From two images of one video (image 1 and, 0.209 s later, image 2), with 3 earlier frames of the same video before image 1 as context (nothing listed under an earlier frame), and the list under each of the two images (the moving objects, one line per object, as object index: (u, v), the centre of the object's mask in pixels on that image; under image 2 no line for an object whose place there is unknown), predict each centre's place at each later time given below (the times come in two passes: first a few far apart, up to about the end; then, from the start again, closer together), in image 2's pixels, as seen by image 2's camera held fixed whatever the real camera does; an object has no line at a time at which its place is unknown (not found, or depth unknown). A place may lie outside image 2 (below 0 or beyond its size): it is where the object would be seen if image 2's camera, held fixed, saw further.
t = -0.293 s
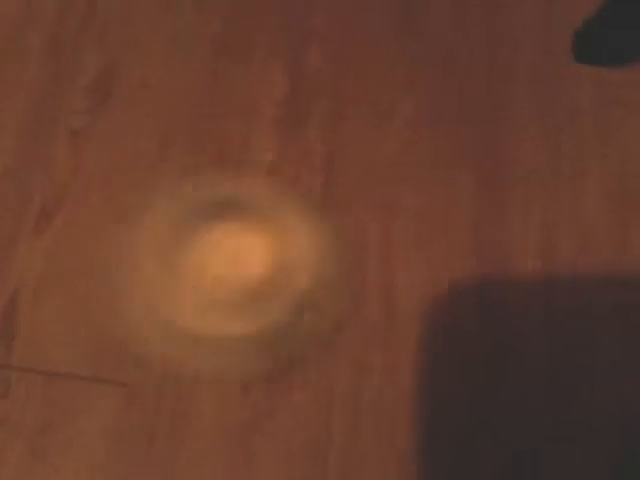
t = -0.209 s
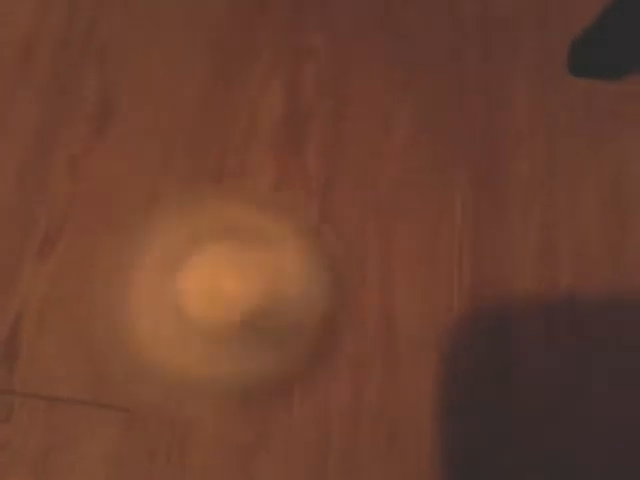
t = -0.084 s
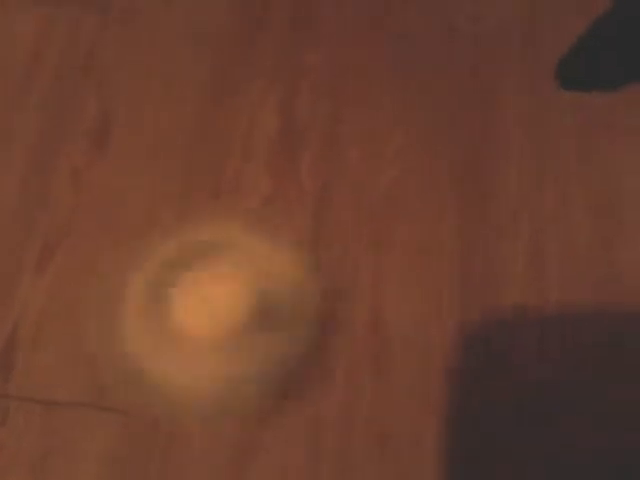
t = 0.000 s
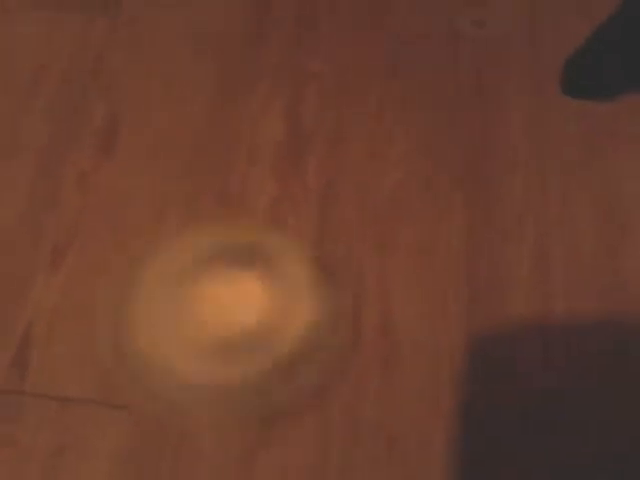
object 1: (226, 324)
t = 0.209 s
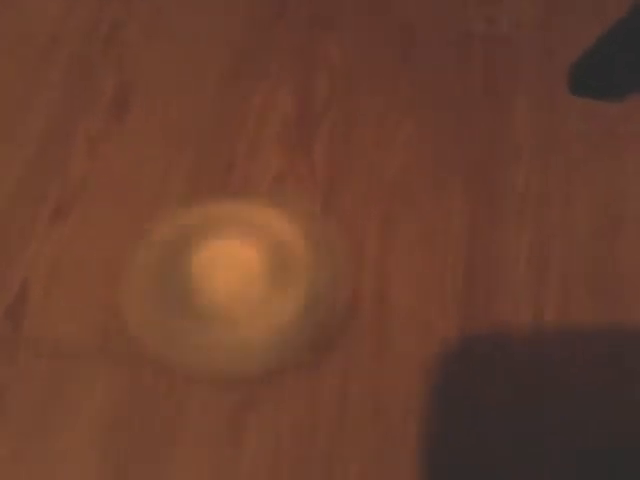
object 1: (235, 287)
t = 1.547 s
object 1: (237, 280)
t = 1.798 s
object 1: (246, 281)
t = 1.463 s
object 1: (242, 280)
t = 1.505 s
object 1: (226, 287)
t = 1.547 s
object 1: (237, 280)
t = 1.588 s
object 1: (227, 284)
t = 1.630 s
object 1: (244, 280)
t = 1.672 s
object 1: (225, 282)
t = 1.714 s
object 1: (241, 281)
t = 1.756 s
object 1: (226, 283)
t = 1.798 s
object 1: (246, 281)
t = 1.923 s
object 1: (237, 276)
